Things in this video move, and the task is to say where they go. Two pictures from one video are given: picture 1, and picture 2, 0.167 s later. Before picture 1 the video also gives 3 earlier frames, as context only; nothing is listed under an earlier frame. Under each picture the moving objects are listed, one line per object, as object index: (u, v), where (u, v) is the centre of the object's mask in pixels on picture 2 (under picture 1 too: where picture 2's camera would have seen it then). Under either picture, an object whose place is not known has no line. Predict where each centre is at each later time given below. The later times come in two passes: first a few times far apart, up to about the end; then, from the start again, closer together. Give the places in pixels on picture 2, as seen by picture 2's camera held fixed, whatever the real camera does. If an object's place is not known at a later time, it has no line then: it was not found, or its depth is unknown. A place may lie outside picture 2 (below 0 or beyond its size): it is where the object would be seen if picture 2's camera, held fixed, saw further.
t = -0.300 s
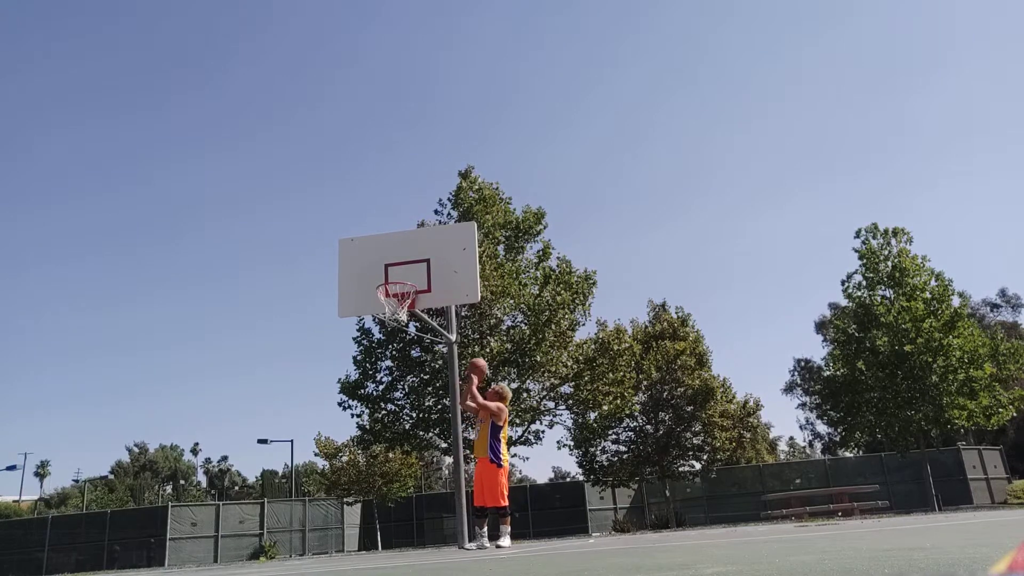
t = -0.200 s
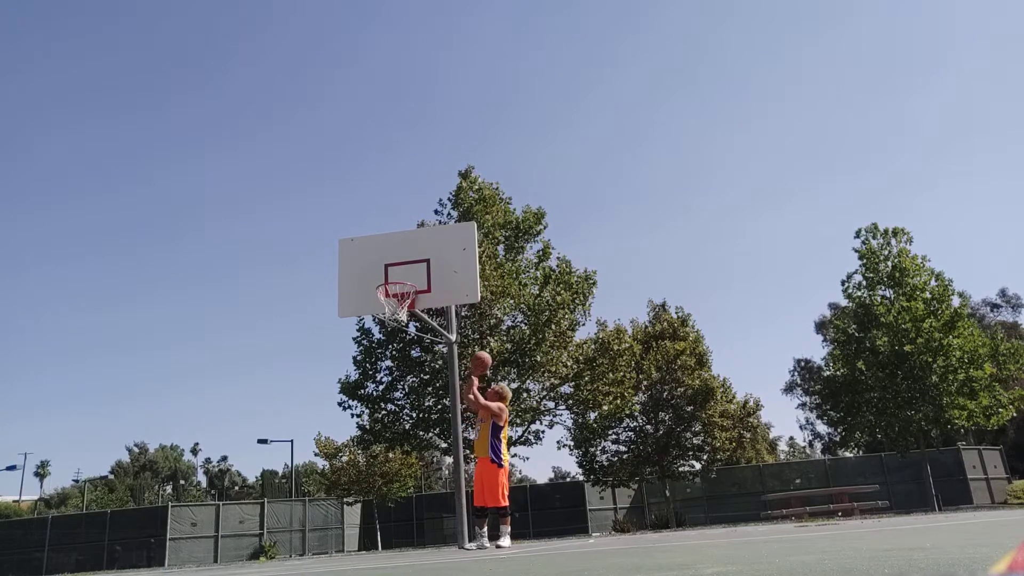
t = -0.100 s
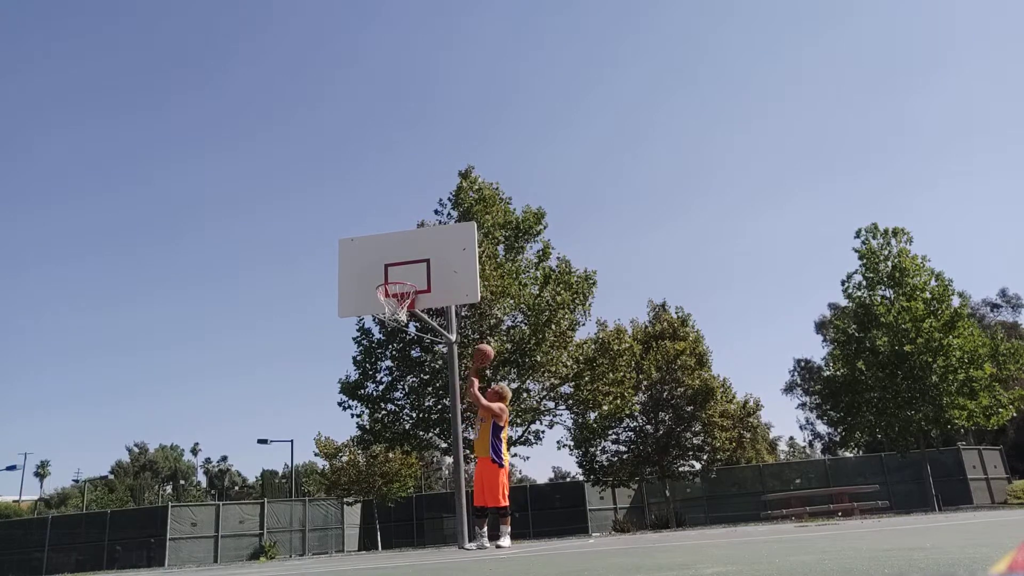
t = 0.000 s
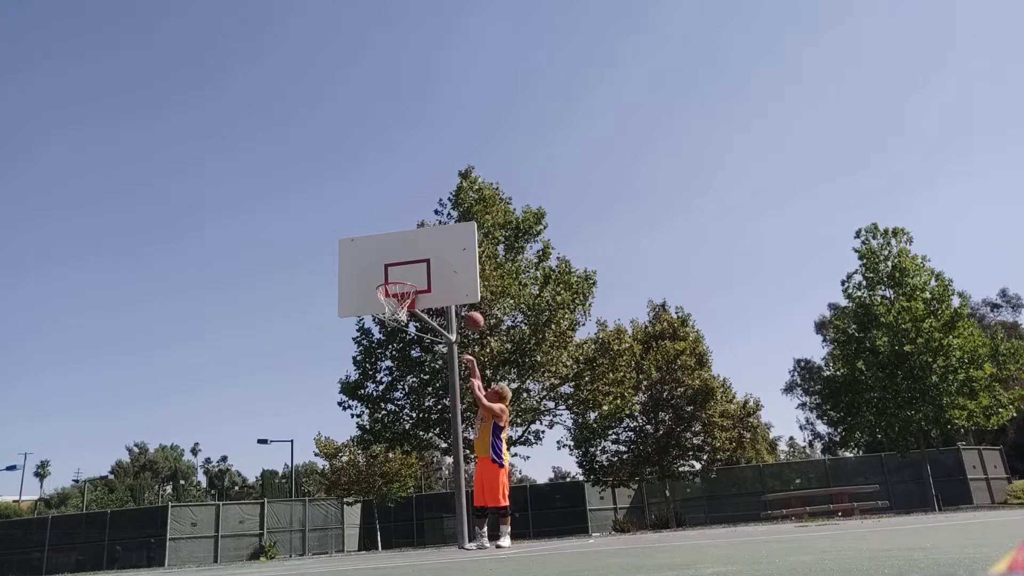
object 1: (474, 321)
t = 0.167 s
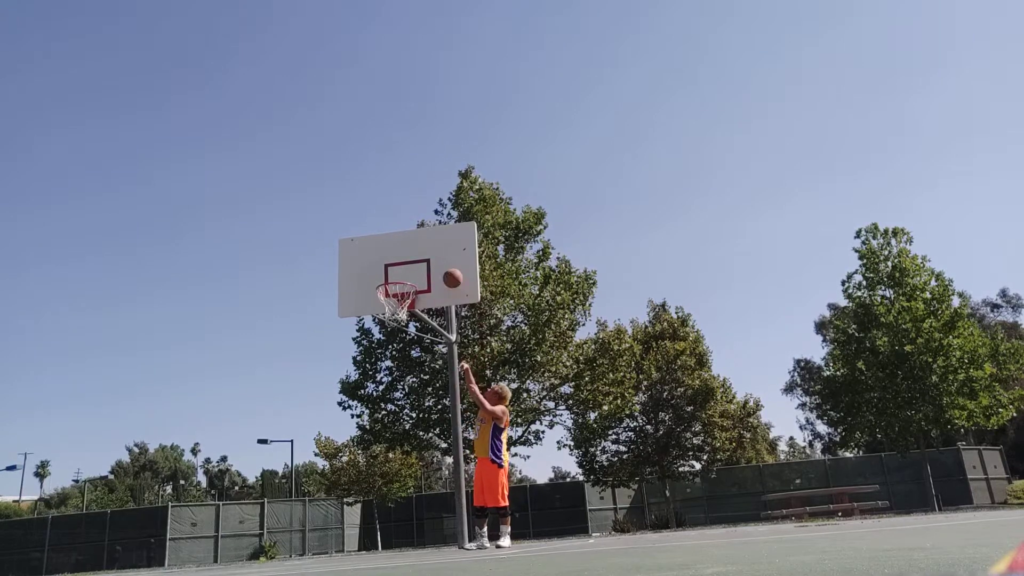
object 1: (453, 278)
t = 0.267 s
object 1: (441, 262)
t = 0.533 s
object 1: (413, 257)
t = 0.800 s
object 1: (386, 302)
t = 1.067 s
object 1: (391, 348)
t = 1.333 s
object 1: (400, 452)
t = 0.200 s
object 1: (449, 272)
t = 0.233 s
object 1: (445, 267)
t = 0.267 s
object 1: (441, 262)
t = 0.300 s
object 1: (437, 259)
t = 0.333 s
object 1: (434, 256)
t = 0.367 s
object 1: (430, 254)
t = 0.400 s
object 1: (426, 253)
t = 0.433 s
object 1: (423, 252)
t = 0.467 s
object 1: (419, 253)
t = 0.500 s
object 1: (416, 254)
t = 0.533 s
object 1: (413, 257)
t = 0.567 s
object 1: (409, 260)
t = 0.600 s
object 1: (405, 263)
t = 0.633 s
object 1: (402, 268)
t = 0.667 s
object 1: (399, 273)
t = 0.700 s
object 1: (395, 280)
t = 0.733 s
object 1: (394, 284)
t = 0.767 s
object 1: (388, 295)
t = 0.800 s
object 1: (386, 302)
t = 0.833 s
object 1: (386, 308)
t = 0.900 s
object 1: (386, 318)
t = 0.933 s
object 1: (387, 321)
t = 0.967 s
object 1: (388, 327)
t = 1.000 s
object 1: (389, 333)
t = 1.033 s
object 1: (390, 340)
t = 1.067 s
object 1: (391, 348)
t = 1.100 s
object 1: (392, 357)
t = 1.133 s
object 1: (393, 367)
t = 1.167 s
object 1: (394, 379)
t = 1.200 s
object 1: (395, 391)
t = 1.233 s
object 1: (396, 404)
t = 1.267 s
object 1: (398, 420)
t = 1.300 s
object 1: (399, 435)
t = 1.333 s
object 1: (400, 452)
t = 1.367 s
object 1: (401, 470)
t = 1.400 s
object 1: (403, 490)
